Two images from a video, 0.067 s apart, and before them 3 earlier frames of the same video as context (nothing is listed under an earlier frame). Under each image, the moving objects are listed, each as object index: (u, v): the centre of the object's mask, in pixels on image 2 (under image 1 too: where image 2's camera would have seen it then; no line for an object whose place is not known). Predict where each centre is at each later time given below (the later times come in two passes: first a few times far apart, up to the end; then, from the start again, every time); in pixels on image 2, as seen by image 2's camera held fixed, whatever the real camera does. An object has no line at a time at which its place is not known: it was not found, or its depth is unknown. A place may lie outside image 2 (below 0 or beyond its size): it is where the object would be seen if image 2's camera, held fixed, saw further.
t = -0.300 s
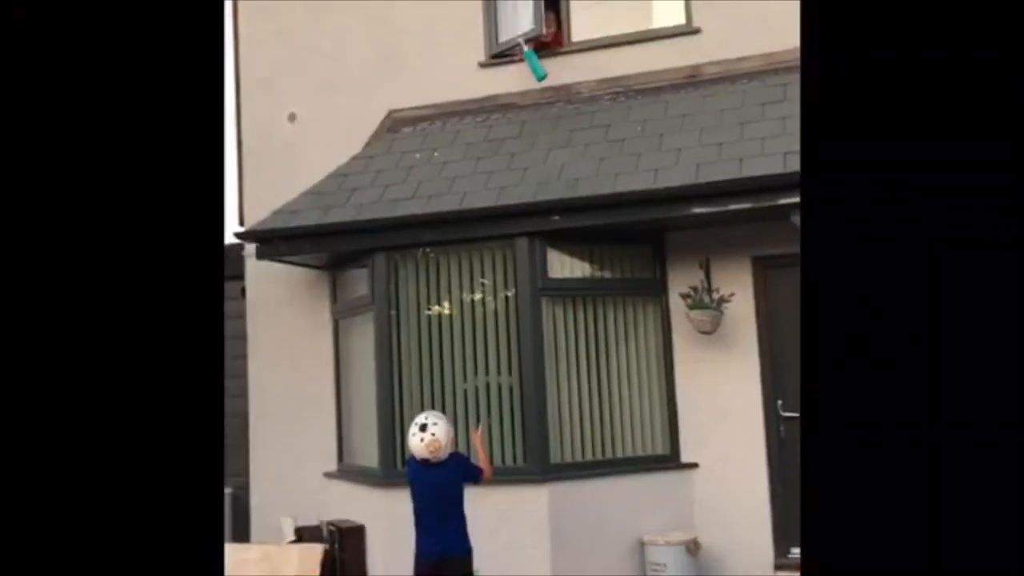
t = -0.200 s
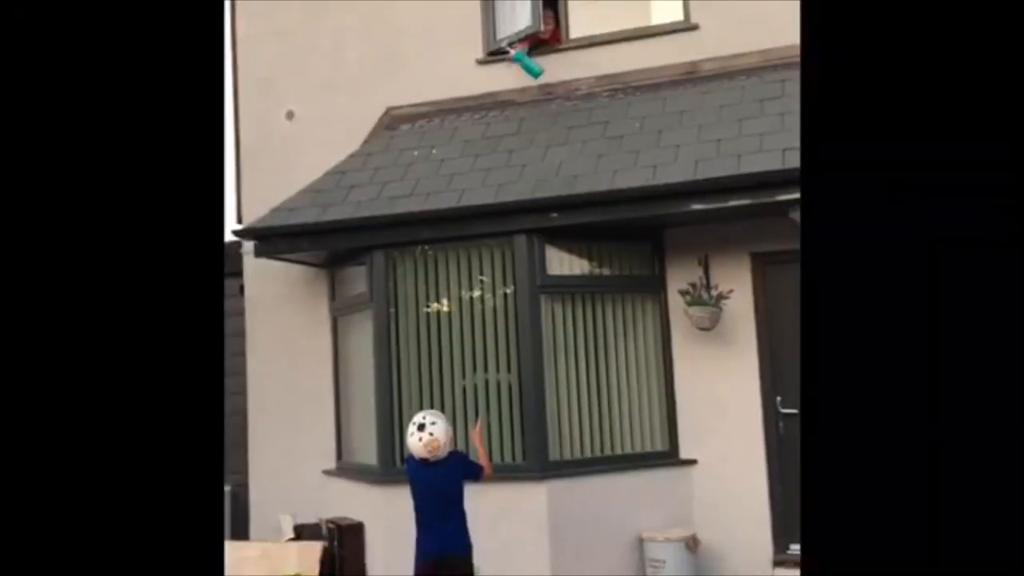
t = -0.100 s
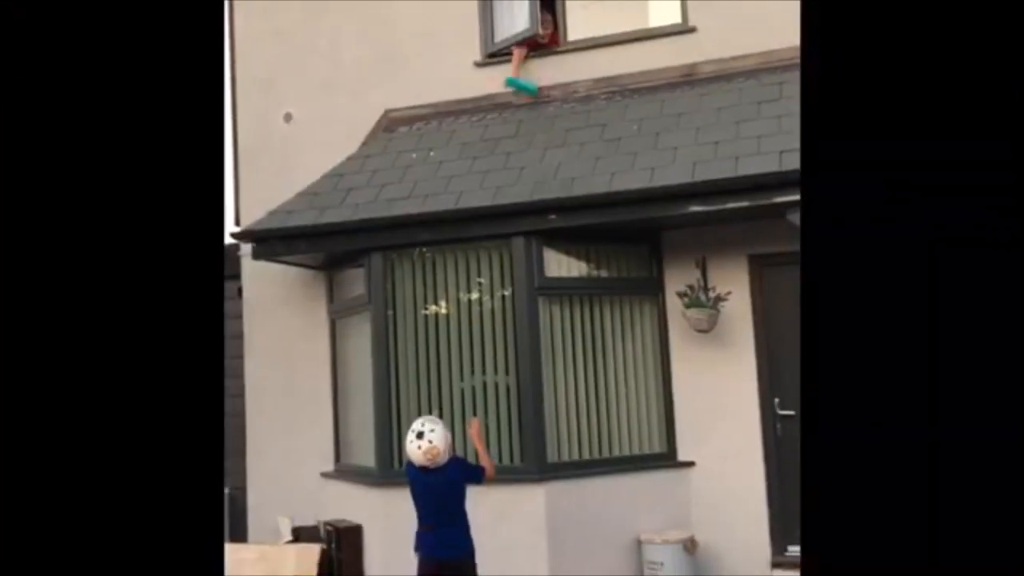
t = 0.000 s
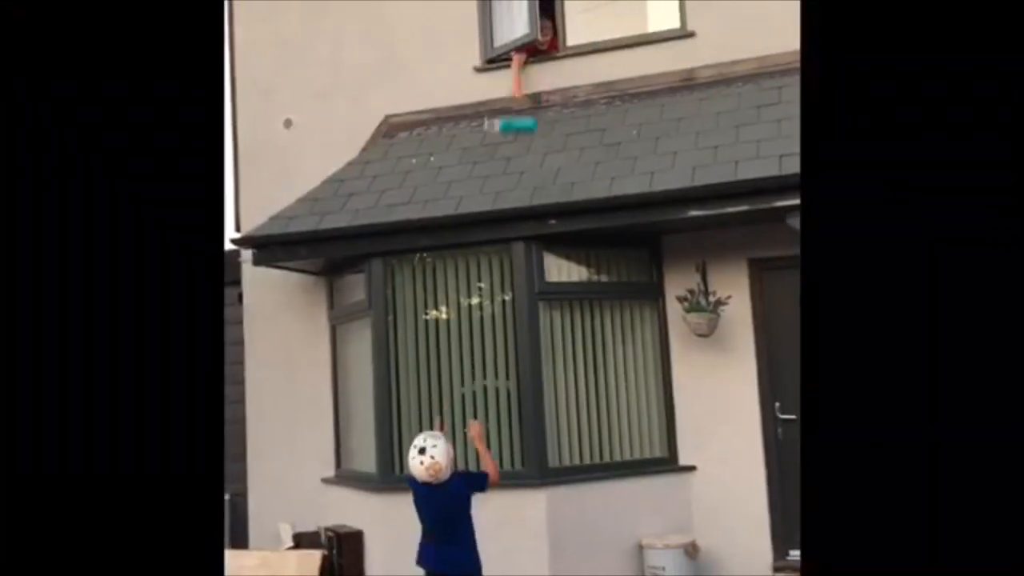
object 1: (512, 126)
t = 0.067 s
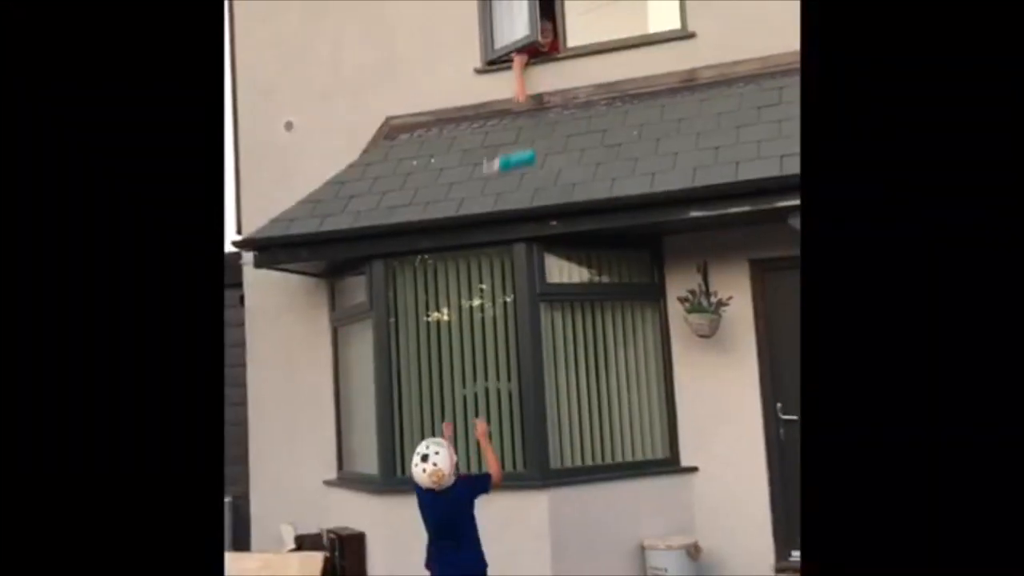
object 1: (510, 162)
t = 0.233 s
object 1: (509, 285)
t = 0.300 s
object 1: (508, 351)
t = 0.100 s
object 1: (510, 182)
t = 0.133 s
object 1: (509, 205)
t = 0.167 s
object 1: (508, 230)
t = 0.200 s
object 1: (512, 252)
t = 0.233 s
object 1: (509, 285)
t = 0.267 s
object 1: (508, 318)
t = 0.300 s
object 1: (508, 351)
